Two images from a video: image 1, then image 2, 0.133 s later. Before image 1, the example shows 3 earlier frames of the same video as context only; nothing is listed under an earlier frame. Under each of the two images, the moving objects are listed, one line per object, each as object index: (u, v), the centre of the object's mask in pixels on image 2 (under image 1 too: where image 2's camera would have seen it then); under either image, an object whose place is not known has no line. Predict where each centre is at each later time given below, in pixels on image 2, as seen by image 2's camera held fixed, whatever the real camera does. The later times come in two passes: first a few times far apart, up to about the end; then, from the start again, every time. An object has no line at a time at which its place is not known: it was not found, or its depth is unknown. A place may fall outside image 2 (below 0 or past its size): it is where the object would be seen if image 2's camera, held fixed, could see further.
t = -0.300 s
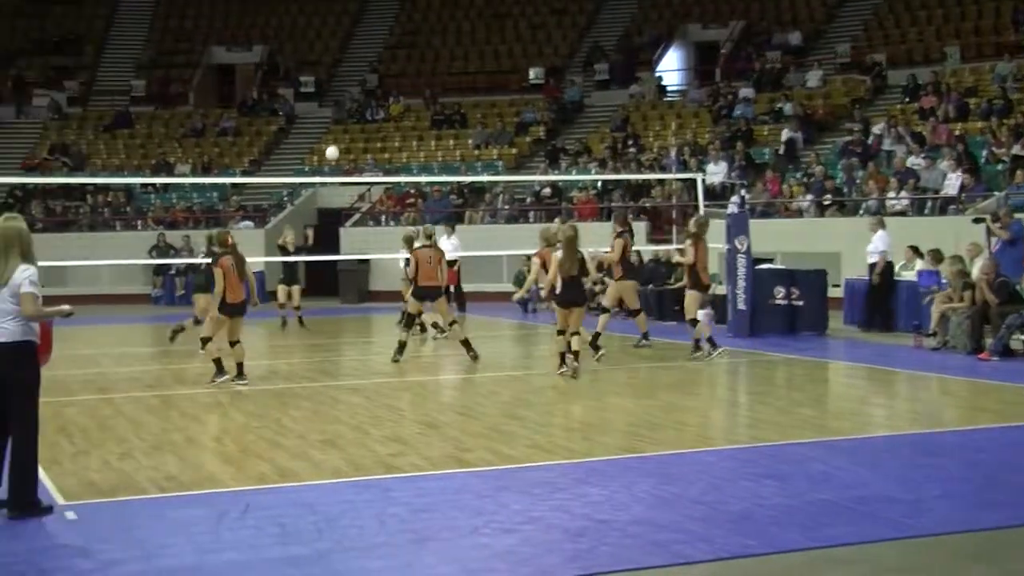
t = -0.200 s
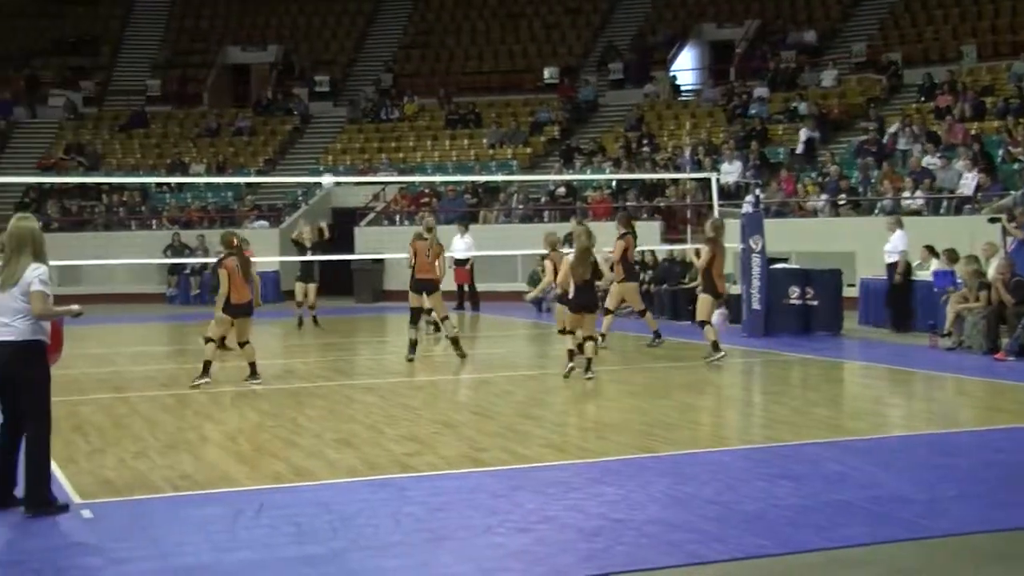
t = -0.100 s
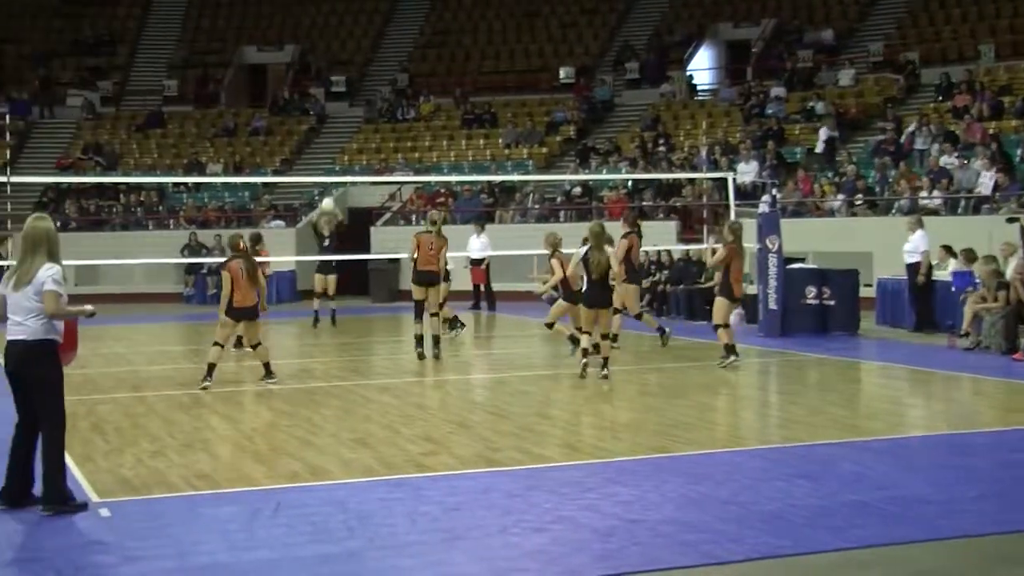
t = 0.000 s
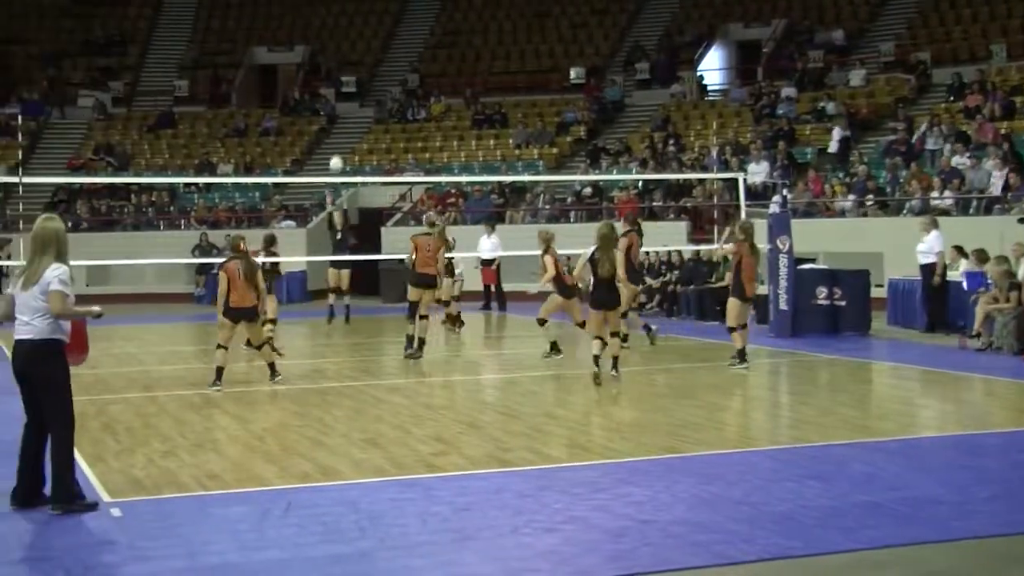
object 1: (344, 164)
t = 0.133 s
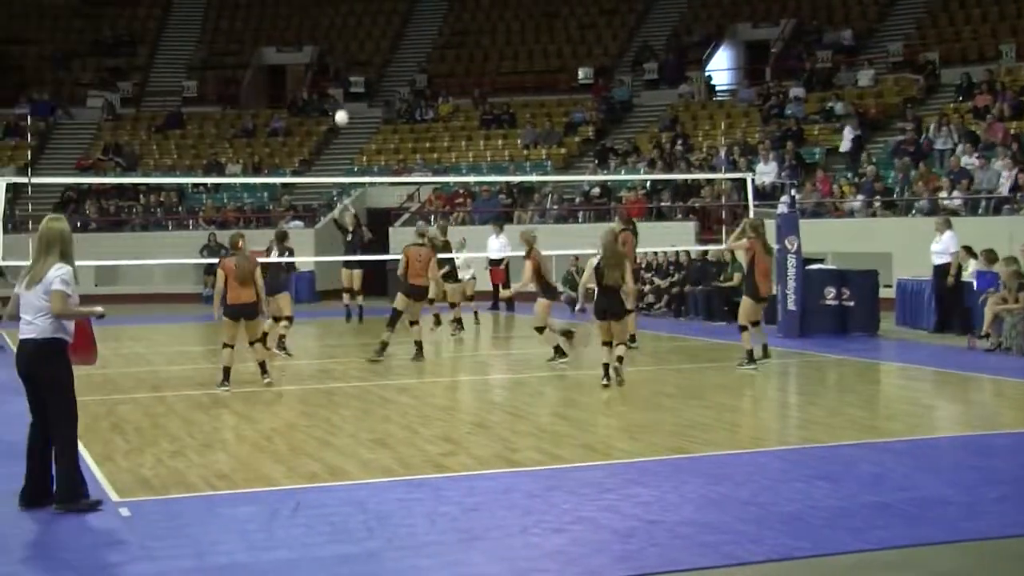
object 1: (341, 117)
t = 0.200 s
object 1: (340, 98)
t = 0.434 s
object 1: (334, 51)
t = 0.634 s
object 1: (330, 40)
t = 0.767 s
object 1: (328, 47)
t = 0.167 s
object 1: (341, 107)
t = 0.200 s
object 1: (340, 98)
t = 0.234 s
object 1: (339, 89)
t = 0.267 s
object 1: (338, 81)
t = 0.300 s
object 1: (337, 74)
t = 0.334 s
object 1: (336, 67)
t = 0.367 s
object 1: (336, 61)
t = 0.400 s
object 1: (335, 56)
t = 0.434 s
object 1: (334, 51)
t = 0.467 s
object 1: (333, 48)
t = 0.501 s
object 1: (333, 45)
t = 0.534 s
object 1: (332, 42)
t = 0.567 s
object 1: (332, 40)
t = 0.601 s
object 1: (331, 40)
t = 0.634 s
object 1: (330, 40)
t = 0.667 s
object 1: (330, 40)
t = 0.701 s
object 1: (329, 41)
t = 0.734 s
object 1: (328, 43)
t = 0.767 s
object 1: (328, 47)
